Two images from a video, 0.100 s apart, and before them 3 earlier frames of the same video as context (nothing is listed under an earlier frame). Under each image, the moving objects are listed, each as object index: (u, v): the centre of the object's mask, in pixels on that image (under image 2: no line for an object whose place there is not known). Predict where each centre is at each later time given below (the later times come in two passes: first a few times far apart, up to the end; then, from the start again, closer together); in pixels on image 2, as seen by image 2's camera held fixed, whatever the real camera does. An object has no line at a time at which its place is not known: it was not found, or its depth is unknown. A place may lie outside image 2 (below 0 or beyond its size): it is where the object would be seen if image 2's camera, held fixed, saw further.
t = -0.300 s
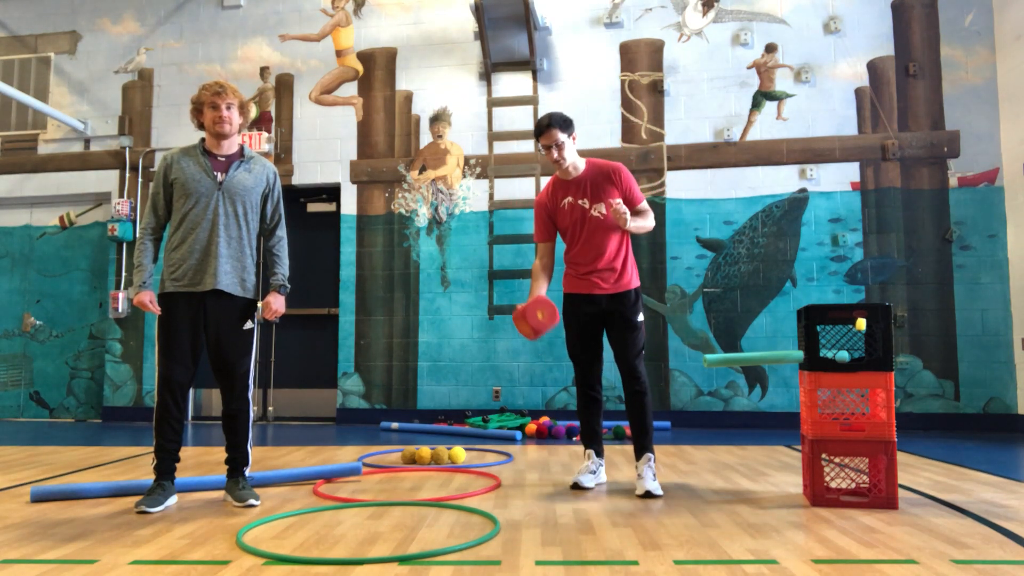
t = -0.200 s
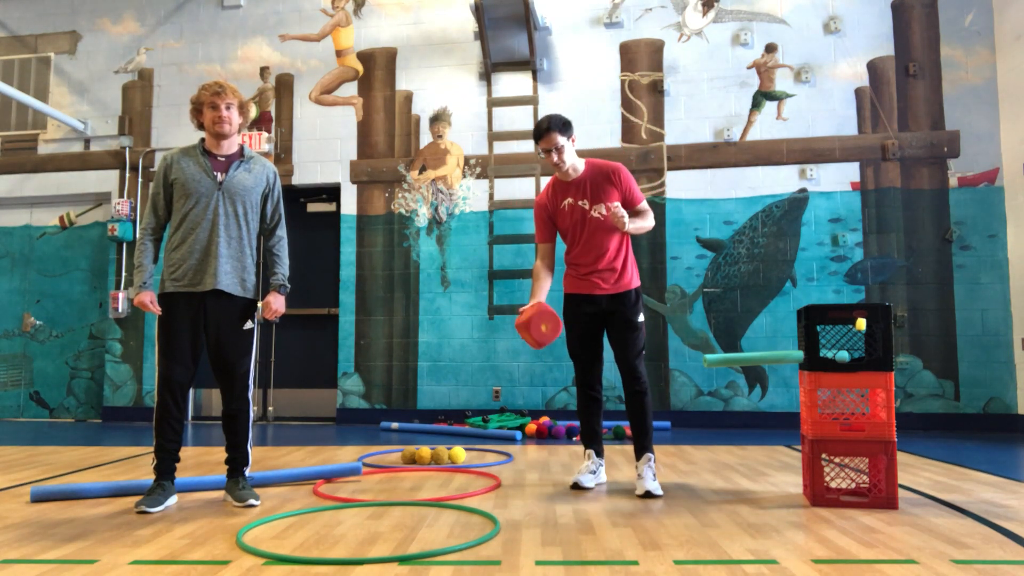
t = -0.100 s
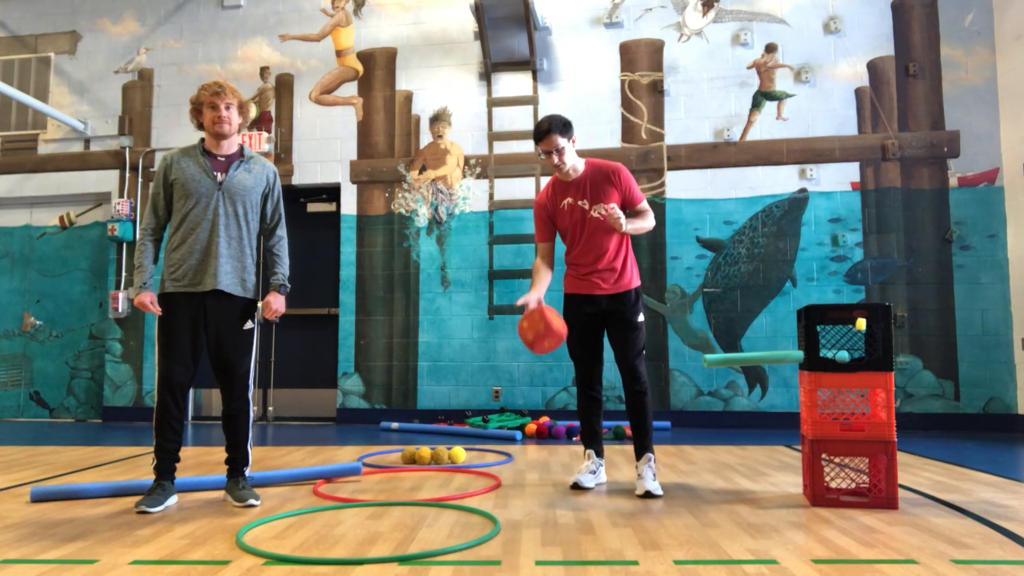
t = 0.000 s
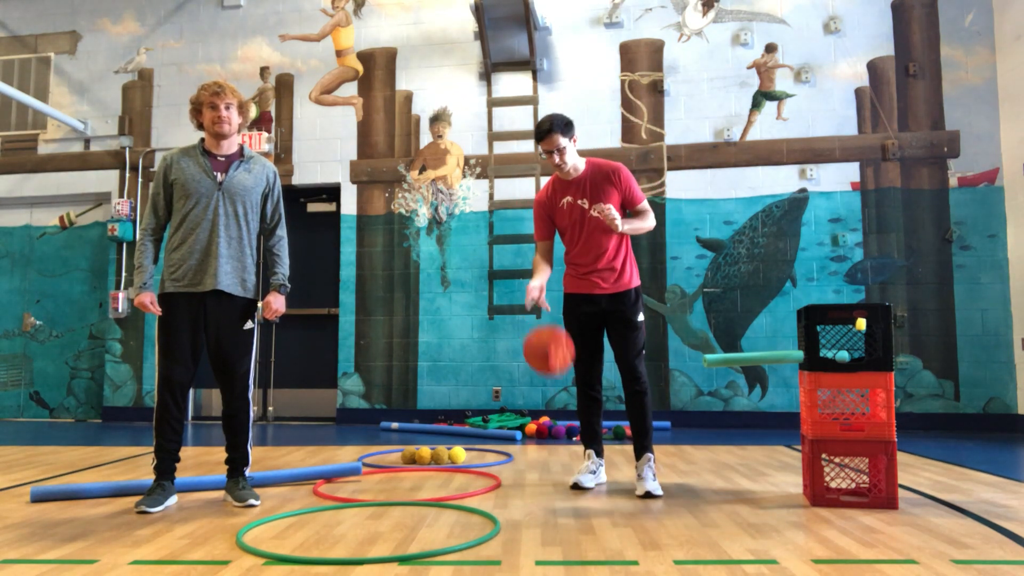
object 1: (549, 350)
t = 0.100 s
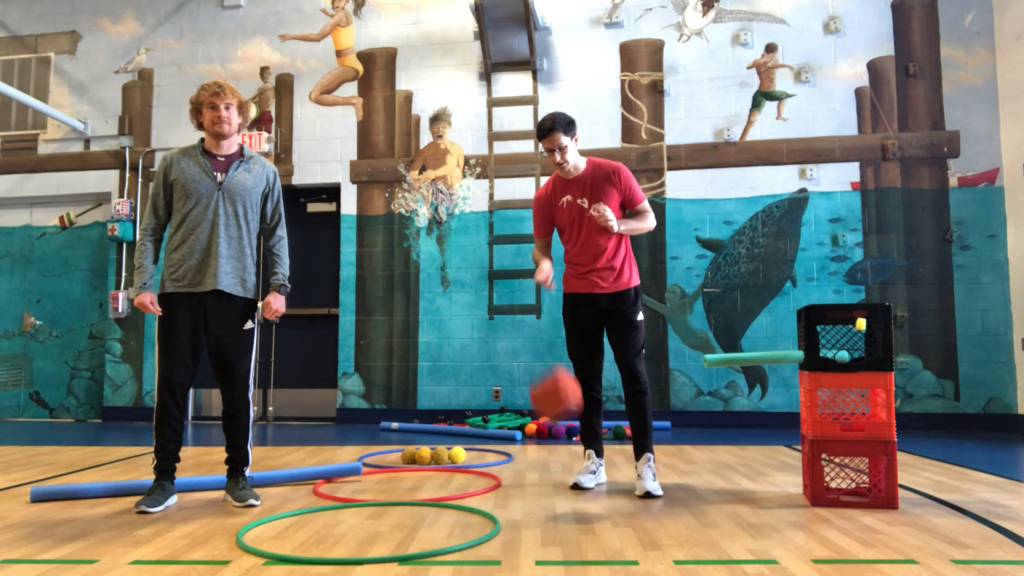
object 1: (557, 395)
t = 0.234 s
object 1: (564, 493)
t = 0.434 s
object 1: (549, 414)
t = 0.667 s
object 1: (529, 443)
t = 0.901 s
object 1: (484, 490)
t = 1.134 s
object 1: (406, 526)
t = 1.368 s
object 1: (397, 518)
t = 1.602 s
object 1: (393, 540)
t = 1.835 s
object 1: (403, 553)
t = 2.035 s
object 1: (441, 556)
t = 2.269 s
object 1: (483, 563)
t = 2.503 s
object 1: (501, 562)
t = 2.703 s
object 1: (494, 565)
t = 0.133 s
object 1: (559, 416)
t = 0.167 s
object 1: (561, 440)
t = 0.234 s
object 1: (564, 493)
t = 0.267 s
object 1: (562, 481)
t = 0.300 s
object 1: (559, 463)
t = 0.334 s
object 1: (558, 446)
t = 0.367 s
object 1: (555, 432)
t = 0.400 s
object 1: (552, 421)
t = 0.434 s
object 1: (549, 414)
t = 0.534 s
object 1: (541, 408)
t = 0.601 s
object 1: (535, 420)
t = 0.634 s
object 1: (532, 430)
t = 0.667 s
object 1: (529, 443)
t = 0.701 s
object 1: (526, 462)
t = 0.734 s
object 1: (523, 483)
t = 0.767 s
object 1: (520, 507)
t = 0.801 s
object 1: (514, 528)
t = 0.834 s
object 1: (504, 512)
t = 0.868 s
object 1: (494, 500)
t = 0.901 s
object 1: (484, 490)
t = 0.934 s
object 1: (473, 484)
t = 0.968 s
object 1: (462, 483)
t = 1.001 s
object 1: (451, 484)
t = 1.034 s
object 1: (440, 489)
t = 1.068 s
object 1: (429, 498)
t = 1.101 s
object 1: (418, 509)
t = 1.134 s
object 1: (406, 526)
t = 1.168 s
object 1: (395, 546)
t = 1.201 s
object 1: (392, 540)
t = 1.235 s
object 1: (393, 528)
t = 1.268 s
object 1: (394, 519)
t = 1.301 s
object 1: (395, 515)
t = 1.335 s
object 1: (396, 514)
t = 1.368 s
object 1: (397, 518)
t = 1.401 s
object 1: (398, 525)
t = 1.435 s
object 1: (399, 536)
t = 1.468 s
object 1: (399, 545)
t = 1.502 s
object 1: (396, 552)
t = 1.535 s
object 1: (396, 546)
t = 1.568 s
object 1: (395, 542)
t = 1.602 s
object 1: (393, 540)
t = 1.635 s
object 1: (392, 542)
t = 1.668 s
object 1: (391, 545)
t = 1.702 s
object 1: (390, 551)
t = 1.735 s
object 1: (389, 558)
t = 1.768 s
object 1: (392, 555)
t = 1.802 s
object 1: (397, 553)
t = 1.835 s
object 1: (403, 553)
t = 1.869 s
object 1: (410, 554)
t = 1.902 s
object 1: (416, 557)
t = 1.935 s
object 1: (422, 555)
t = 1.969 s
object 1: (428, 555)
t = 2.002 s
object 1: (435, 557)
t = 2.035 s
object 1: (441, 556)
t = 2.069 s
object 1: (448, 557)
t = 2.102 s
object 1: (455, 559)
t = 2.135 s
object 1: (462, 559)
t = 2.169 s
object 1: (468, 560)
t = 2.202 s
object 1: (474, 561)
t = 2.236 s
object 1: (479, 562)
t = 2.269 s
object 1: (483, 563)
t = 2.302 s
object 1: (488, 562)
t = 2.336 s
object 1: (492, 562)
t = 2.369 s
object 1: (494, 562)
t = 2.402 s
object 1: (496, 562)
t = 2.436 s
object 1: (498, 562)
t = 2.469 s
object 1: (500, 562)
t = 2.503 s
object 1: (501, 562)
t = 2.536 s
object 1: (501, 563)
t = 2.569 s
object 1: (499, 563)
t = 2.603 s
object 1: (497, 563)
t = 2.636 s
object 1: (496, 564)
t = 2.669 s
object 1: (495, 564)
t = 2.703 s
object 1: (494, 565)
